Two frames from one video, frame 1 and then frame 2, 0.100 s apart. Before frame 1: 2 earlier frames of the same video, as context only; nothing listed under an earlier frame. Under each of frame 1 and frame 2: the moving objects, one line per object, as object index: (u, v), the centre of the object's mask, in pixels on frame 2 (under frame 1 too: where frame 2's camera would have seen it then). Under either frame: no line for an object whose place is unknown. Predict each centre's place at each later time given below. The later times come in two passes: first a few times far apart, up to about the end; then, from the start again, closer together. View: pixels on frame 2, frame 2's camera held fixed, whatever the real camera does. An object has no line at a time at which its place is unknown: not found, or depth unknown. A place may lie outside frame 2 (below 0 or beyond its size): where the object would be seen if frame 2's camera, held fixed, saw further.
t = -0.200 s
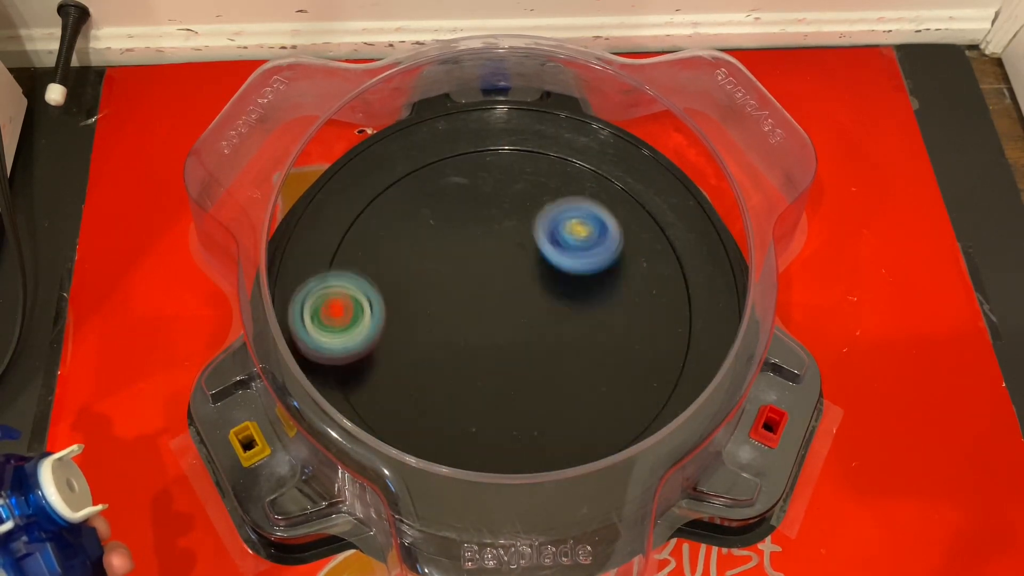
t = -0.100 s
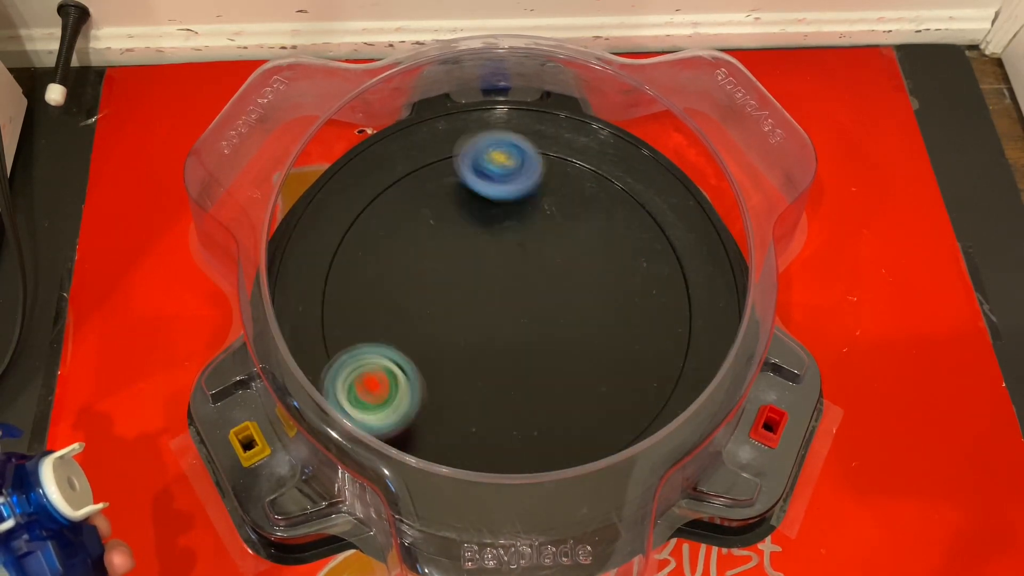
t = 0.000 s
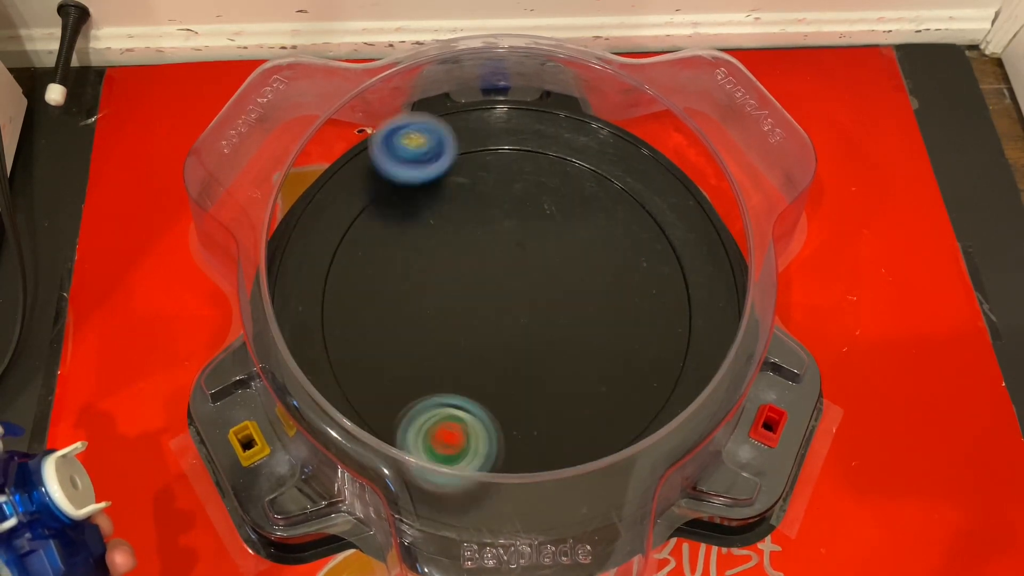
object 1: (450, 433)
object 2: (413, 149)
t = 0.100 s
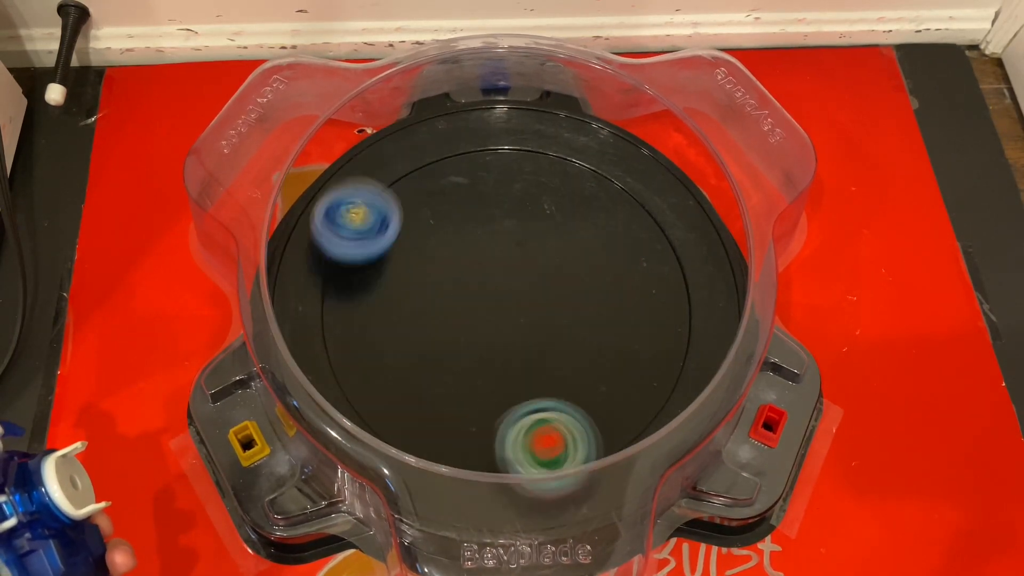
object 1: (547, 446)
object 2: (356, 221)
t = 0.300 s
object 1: (676, 308)
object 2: (357, 431)
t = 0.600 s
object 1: (489, 144)
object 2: (653, 330)
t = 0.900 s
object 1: (330, 314)
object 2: (408, 132)
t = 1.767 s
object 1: (523, 218)
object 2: (691, 137)
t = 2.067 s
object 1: (385, 285)
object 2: (692, 142)
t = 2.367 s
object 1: (434, 416)
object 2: (695, 145)
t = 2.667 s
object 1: (612, 371)
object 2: (695, 145)
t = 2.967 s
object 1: (589, 205)
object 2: (695, 145)
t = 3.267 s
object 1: (422, 182)
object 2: (694, 145)
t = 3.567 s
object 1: (373, 343)
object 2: (694, 145)
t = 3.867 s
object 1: (564, 428)
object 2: (694, 145)
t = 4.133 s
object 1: (672, 310)
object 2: (694, 145)
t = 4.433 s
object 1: (564, 194)
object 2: (694, 145)
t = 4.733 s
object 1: (406, 245)
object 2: (694, 145)
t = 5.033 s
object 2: (694, 145)
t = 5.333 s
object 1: (563, 412)
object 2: (694, 145)
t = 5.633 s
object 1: (616, 282)
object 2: (694, 145)
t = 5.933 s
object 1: (509, 209)
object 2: (694, 145)
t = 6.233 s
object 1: (417, 272)
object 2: (694, 145)
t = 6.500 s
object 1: (459, 370)
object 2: (694, 145)
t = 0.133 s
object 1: (577, 429)
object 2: (344, 257)
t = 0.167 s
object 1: (607, 415)
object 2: (334, 293)
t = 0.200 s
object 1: (634, 395)
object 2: (329, 329)
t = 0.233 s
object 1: (655, 370)
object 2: (339, 363)
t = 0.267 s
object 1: (669, 341)
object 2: (339, 402)
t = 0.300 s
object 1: (676, 308)
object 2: (357, 431)
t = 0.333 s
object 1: (676, 278)
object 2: (388, 449)
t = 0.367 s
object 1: (670, 247)
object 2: (420, 462)
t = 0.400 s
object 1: (657, 218)
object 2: (455, 466)
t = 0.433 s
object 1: (635, 194)
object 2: (492, 462)
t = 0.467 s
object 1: (610, 173)
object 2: (530, 453)
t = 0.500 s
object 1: (581, 158)
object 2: (566, 430)
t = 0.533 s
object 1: (552, 149)
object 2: (602, 407)
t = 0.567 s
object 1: (520, 143)
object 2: (632, 371)
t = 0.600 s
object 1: (489, 144)
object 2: (653, 330)
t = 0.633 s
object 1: (459, 148)
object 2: (666, 286)
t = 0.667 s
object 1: (432, 156)
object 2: (673, 241)
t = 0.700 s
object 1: (406, 170)
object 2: (662, 198)
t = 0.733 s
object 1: (383, 185)
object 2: (635, 163)
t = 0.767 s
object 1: (363, 206)
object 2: (606, 136)
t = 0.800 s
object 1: (347, 230)
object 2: (562, 122)
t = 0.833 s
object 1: (336, 256)
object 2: (512, 126)
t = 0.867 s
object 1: (330, 284)
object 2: (459, 124)
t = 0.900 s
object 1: (330, 314)
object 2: (408, 132)
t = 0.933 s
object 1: (338, 342)
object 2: (358, 162)
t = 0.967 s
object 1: (352, 367)
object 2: (314, 197)
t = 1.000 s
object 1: (370, 391)
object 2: (274, 239)
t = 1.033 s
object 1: (396, 410)
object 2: (310, 258)
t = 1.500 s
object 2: (733, 164)
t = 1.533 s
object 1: (648, 279)
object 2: (712, 149)
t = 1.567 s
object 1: (632, 267)
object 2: (687, 130)
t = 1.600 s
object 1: (617, 256)
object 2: (668, 129)
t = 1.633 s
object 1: (601, 245)
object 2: (674, 128)
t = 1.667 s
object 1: (582, 236)
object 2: (688, 125)
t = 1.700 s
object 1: (562, 228)
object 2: (696, 133)
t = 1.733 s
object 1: (543, 222)
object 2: (697, 140)
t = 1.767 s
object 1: (523, 218)
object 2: (691, 137)
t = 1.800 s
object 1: (504, 218)
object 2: (693, 143)
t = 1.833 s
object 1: (485, 219)
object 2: (701, 151)
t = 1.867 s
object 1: (467, 224)
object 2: (703, 155)
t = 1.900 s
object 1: (450, 229)
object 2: (705, 152)
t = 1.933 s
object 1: (433, 237)
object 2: (700, 149)
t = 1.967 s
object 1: (419, 247)
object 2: (700, 148)
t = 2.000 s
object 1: (405, 258)
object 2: (698, 146)
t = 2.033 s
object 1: (394, 271)
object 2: (696, 146)
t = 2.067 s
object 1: (385, 285)
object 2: (692, 142)
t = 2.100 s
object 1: (379, 300)
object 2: (693, 144)
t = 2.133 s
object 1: (375, 316)
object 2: (695, 145)
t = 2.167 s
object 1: (374, 333)
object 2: (695, 146)
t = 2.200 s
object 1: (377, 349)
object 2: (695, 145)
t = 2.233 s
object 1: (382, 366)
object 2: (695, 145)
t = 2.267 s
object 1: (391, 381)
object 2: (695, 145)
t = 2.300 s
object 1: (402, 395)
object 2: (695, 145)
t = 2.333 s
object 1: (418, 407)
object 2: (695, 145)
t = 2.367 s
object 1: (434, 416)
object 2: (695, 145)
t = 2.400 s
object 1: (453, 423)
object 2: (695, 145)
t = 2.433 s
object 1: (474, 427)
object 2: (695, 145)
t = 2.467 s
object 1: (496, 429)
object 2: (695, 145)
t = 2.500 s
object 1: (518, 428)
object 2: (695, 145)
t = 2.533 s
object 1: (540, 423)
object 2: (695, 145)
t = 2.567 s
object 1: (562, 416)
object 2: (695, 145)
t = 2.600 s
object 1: (581, 403)
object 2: (695, 145)
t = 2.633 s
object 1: (599, 389)
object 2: (695, 145)
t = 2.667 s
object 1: (612, 371)
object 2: (695, 145)
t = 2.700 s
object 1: (623, 353)
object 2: (695, 145)
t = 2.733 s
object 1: (628, 333)
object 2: (695, 145)
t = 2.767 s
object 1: (631, 312)
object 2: (695, 145)
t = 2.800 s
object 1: (631, 292)
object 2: (695, 145)
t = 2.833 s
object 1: (629, 272)
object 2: (695, 145)
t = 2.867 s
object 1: (624, 253)
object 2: (695, 145)
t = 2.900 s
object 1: (614, 236)
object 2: (695, 145)
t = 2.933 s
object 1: (603, 219)
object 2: (695, 145)
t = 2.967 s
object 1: (589, 205)
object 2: (695, 145)
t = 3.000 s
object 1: (573, 193)
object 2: (694, 145)
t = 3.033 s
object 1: (557, 182)
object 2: (694, 145)
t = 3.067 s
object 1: (538, 174)
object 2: (694, 145)
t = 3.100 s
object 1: (519, 169)
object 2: (694, 145)
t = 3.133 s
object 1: (498, 166)
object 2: (694, 145)
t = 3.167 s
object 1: (478, 166)
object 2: (694, 145)
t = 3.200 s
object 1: (459, 169)
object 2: (694, 145)
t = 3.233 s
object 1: (441, 174)
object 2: (694, 145)
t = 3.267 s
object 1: (422, 182)
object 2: (694, 145)
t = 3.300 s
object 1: (406, 192)
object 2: (694, 145)
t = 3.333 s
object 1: (392, 206)
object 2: (694, 145)
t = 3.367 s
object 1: (380, 221)
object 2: (694, 145)
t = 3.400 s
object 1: (371, 238)
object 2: (694, 145)
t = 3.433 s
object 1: (365, 259)
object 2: (694, 145)
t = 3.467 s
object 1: (361, 279)
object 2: (694, 145)
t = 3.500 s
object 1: (362, 300)
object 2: (694, 145)
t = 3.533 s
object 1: (366, 322)
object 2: (694, 145)
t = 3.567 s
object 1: (373, 343)
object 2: (694, 145)
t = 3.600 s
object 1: (384, 364)
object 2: (694, 145)
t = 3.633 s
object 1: (398, 385)
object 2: (694, 145)
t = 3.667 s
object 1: (416, 402)
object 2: (694, 145)
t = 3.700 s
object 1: (439, 415)
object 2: (694, 145)
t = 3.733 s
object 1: (464, 425)
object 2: (694, 145)
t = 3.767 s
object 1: (488, 431)
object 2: (694, 145)
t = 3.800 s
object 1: (514, 433)
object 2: (694, 145)
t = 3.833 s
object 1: (540, 432)
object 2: (694, 145)
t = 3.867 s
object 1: (564, 428)
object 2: (694, 145)
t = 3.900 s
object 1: (586, 420)
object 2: (694, 145)
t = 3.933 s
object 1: (608, 410)
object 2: (694, 145)
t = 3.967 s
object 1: (627, 398)
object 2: (694, 145)
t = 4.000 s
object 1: (643, 384)
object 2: (694, 145)
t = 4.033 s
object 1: (656, 367)
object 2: (694, 145)
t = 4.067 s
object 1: (665, 348)
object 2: (694, 145)
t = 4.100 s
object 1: (671, 329)
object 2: (694, 145)
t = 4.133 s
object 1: (672, 310)
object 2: (694, 145)
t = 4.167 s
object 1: (670, 291)
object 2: (694, 145)
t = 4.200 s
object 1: (664, 274)
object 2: (694, 145)
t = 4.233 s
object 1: (656, 257)
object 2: (694, 145)
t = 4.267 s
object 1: (646, 241)
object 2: (694, 145)
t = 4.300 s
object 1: (632, 228)
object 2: (694, 145)
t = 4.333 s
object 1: (617, 216)
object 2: (694, 145)
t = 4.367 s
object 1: (601, 207)
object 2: (694, 145)
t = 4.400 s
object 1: (583, 199)
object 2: (694, 145)
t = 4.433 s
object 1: (564, 194)
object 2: (694, 145)
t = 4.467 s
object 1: (544, 191)
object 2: (694, 145)
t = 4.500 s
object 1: (524, 190)
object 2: (694, 145)
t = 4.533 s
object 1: (505, 192)
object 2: (694, 145)
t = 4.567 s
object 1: (485, 196)
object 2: (694, 145)
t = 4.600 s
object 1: (467, 202)
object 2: (694, 145)
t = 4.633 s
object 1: (450, 210)
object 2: (694, 145)
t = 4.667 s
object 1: (434, 219)
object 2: (694, 145)
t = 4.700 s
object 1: (419, 231)
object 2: (694, 145)
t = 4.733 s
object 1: (406, 245)
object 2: (694, 145)
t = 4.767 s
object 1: (395, 259)
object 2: (694, 145)
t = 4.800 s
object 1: (387, 274)
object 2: (694, 145)
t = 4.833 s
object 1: (381, 291)
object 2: (694, 145)
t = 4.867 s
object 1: (378, 308)
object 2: (694, 145)
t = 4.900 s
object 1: (378, 326)
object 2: (694, 145)
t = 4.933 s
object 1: (380, 343)
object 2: (694, 145)
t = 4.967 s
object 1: (386, 360)
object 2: (694, 145)
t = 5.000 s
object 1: (394, 375)
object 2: (694, 145)
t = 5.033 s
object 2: (694, 145)
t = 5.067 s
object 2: (694, 145)
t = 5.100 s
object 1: (435, 411)
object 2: (694, 145)
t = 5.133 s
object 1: (452, 419)
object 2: (694, 145)
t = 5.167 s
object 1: (470, 424)
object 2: (694, 145)
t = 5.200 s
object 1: (489, 427)
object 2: (694, 145)
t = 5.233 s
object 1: (508, 427)
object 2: (694, 145)
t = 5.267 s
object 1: (527, 425)
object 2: (694, 145)
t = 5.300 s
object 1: (545, 420)
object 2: (694, 145)
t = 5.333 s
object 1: (563, 412)
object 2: (694, 145)
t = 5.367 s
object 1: (579, 402)
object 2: (694, 145)
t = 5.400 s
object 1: (592, 390)
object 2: (694, 145)
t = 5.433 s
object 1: (604, 376)
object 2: (694, 145)
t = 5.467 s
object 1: (612, 361)
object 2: (694, 145)
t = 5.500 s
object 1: (618, 345)
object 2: (694, 145)
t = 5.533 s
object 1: (621, 329)
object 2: (694, 145)
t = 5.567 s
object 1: (622, 313)
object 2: (694, 145)
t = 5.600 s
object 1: (620, 297)
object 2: (694, 145)
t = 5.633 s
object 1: (616, 282)
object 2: (694, 145)
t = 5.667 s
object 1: (609, 267)
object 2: (694, 145)
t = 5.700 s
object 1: (601, 254)
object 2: (694, 145)
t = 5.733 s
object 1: (590, 243)
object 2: (694, 145)
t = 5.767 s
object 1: (579, 233)
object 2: (694, 145)
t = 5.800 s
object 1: (566, 225)
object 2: (694, 145)
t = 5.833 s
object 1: (553, 218)
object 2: (694, 145)
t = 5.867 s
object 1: (538, 213)
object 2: (694, 145)
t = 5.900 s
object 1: (524, 210)
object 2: (694, 145)
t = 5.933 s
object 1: (509, 209)
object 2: (694, 145)
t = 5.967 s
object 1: (495, 209)
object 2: (694, 145)
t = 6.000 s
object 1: (481, 211)
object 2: (694, 145)
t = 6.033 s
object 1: (468, 215)
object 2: (694, 145)
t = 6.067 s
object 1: (456, 221)
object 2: (694, 145)
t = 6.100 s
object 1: (446, 229)
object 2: (694, 145)
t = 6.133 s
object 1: (435, 237)
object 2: (694, 145)
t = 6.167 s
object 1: (428, 248)
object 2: (694, 145)
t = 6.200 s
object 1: (421, 259)
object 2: (694, 145)
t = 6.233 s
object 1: (417, 272)
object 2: (694, 145)
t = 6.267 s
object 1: (414, 285)
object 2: (694, 145)
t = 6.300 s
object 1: (414, 298)
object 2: (694, 145)
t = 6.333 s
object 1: (416, 312)
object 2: (694, 145)
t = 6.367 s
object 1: (421, 325)
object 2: (694, 145)
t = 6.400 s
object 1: (427, 339)
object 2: (694, 145)
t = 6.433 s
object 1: (436, 350)
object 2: (694, 145)
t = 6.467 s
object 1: (447, 361)
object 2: (694, 145)
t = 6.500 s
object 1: (459, 370)
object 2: (694, 145)
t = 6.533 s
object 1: (473, 377)
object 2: (694, 145)
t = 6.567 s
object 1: (487, 382)
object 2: (694, 145)
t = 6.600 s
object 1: (503, 385)
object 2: (694, 145)
